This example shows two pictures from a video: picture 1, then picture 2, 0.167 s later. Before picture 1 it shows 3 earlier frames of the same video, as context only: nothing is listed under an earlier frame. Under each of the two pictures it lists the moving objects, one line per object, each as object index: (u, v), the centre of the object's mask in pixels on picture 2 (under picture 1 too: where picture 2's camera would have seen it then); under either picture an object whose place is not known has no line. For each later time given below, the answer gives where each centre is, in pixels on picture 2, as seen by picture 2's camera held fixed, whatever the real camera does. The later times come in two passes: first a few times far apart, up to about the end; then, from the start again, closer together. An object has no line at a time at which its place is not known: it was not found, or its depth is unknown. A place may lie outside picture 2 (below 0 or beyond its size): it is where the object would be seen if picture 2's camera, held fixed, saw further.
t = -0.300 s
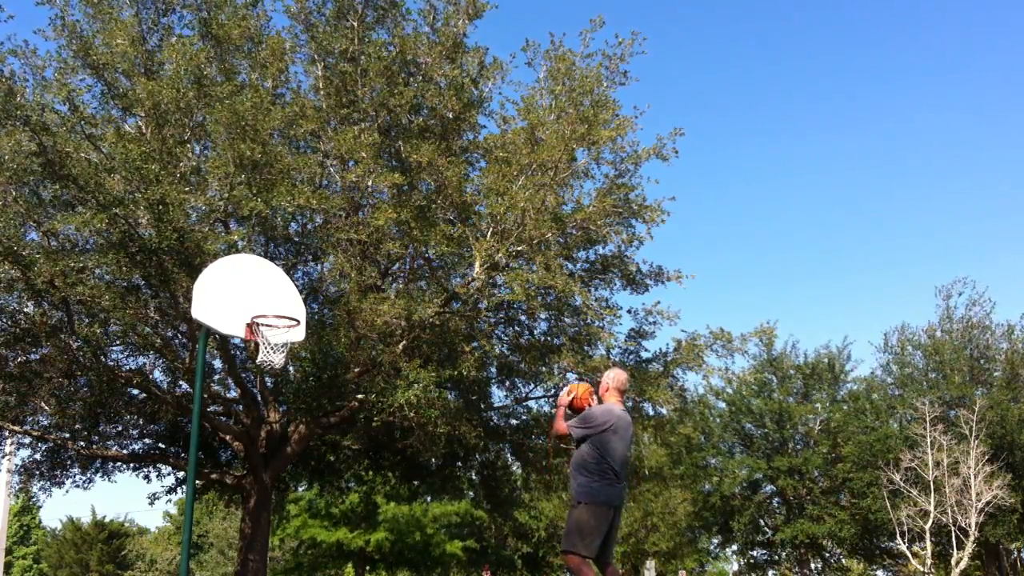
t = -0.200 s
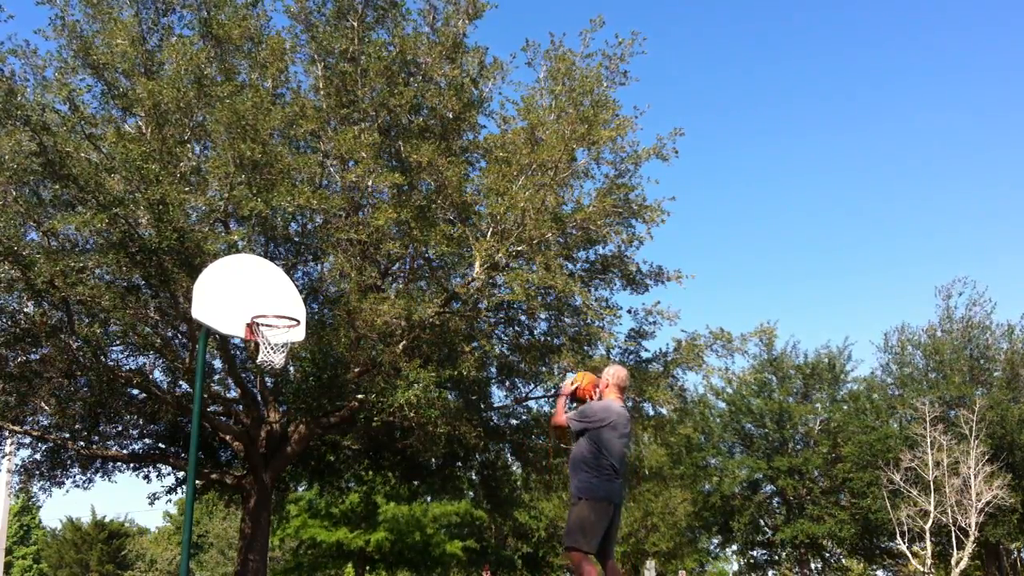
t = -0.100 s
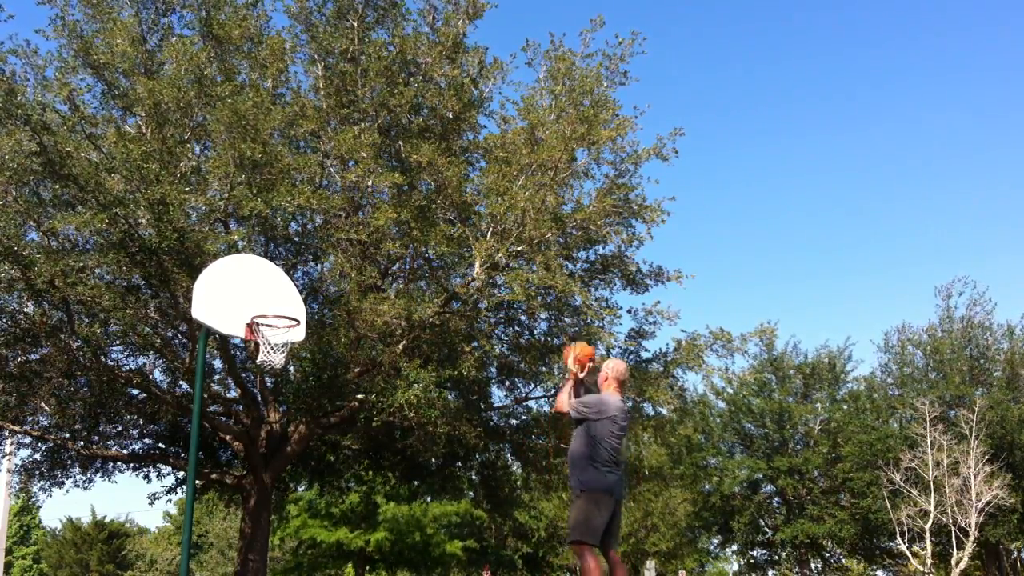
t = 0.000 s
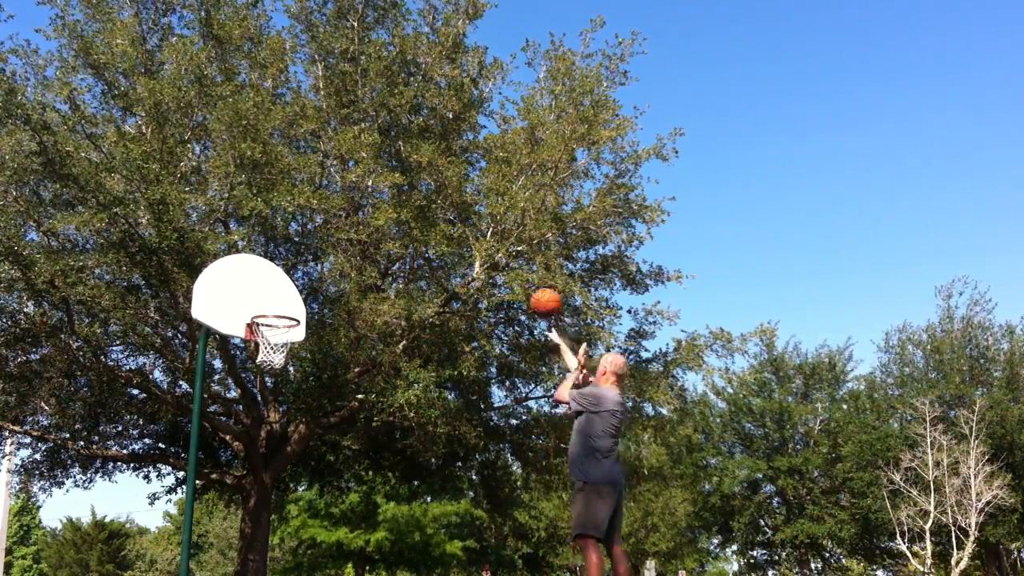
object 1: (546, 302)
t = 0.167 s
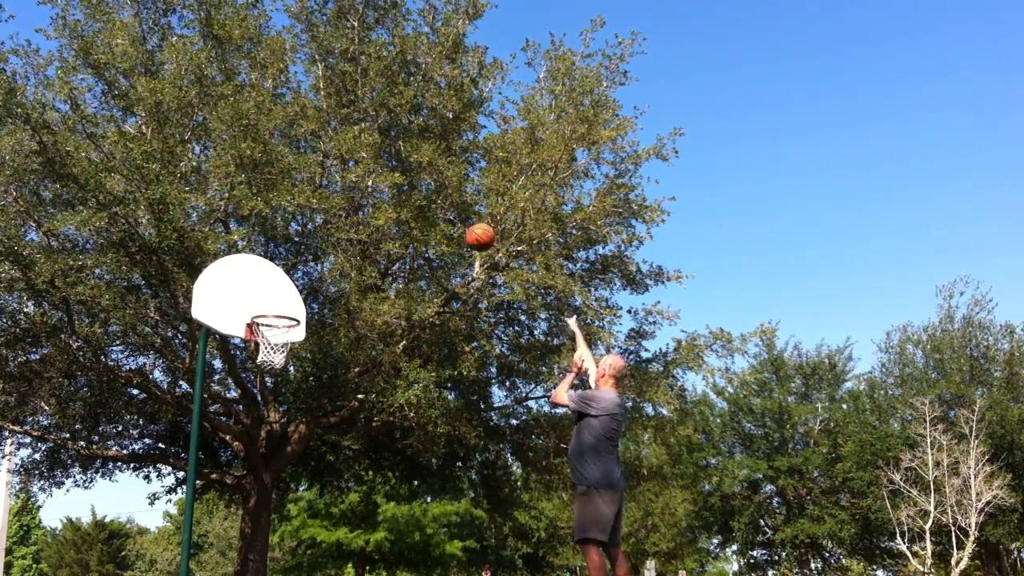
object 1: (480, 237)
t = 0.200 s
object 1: (468, 227)
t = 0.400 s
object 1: (402, 204)
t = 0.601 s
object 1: (343, 218)
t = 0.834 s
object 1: (280, 283)
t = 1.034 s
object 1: (276, 276)
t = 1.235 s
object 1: (302, 242)
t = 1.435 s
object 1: (327, 241)
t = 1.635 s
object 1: (351, 275)
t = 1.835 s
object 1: (373, 352)
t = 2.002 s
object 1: (393, 448)
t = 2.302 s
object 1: (426, 568)
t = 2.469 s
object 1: (438, 495)
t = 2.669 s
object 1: (451, 441)
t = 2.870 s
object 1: (464, 428)
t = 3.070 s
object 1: (477, 453)
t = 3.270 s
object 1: (491, 521)
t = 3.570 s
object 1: (511, 568)
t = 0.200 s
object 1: (468, 227)
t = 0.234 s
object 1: (456, 220)
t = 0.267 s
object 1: (445, 215)
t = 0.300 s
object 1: (434, 210)
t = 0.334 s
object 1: (422, 206)
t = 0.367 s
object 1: (411, 203)
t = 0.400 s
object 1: (402, 204)
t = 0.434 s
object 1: (391, 203)
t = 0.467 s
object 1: (382, 204)
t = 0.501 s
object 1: (372, 207)
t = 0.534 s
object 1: (361, 210)
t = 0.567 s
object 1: (352, 214)
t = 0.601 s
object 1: (343, 218)
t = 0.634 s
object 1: (333, 225)
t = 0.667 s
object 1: (324, 232)
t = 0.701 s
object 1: (315, 240)
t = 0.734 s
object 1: (306, 249)
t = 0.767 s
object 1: (295, 259)
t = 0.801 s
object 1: (288, 271)
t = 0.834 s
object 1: (280, 283)
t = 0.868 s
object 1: (270, 296)
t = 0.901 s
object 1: (261, 308)
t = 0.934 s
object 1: (262, 307)
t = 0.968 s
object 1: (267, 296)
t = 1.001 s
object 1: (271, 286)
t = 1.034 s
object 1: (276, 276)
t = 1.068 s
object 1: (281, 267)
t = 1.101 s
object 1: (285, 260)
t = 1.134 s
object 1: (290, 254)
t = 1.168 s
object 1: (294, 249)
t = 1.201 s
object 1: (297, 246)
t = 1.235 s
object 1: (302, 242)
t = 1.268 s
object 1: (306, 238)
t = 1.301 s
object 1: (310, 237)
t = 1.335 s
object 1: (314, 236)
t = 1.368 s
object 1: (318, 237)
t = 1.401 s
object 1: (322, 239)
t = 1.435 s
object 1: (327, 241)
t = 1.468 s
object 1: (331, 244)
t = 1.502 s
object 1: (335, 249)
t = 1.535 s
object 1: (339, 254)
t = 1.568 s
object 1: (343, 260)
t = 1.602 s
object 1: (345, 267)
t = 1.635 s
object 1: (351, 275)
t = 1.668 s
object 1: (355, 287)
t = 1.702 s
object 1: (358, 297)
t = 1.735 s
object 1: (362, 309)
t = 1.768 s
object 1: (366, 322)
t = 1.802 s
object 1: (370, 336)
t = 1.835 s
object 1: (373, 352)
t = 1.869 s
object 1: (377, 368)
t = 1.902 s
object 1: (382, 387)
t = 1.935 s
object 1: (385, 406)
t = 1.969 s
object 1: (389, 427)
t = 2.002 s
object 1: (393, 448)
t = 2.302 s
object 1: (426, 568)
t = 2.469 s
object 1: (438, 495)
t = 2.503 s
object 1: (440, 483)
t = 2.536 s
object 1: (443, 472)
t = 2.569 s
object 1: (445, 463)
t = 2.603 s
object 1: (447, 455)
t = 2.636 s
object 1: (449, 448)
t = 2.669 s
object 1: (451, 441)
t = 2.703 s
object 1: (453, 436)
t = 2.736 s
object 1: (456, 433)
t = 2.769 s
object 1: (458, 430)
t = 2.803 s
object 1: (459, 428)
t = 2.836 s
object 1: (462, 427)
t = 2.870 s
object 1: (464, 428)
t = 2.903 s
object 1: (466, 429)
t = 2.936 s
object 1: (468, 432)
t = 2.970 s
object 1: (471, 436)
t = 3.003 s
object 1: (473, 440)
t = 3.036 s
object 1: (475, 446)
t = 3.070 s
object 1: (477, 453)
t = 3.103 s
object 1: (480, 461)
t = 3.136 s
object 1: (482, 471)
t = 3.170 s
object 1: (484, 482)
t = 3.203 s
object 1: (486, 494)
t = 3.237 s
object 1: (488, 507)
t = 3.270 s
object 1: (491, 521)
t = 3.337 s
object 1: (496, 553)
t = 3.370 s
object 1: (498, 568)
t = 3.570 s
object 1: (511, 568)
